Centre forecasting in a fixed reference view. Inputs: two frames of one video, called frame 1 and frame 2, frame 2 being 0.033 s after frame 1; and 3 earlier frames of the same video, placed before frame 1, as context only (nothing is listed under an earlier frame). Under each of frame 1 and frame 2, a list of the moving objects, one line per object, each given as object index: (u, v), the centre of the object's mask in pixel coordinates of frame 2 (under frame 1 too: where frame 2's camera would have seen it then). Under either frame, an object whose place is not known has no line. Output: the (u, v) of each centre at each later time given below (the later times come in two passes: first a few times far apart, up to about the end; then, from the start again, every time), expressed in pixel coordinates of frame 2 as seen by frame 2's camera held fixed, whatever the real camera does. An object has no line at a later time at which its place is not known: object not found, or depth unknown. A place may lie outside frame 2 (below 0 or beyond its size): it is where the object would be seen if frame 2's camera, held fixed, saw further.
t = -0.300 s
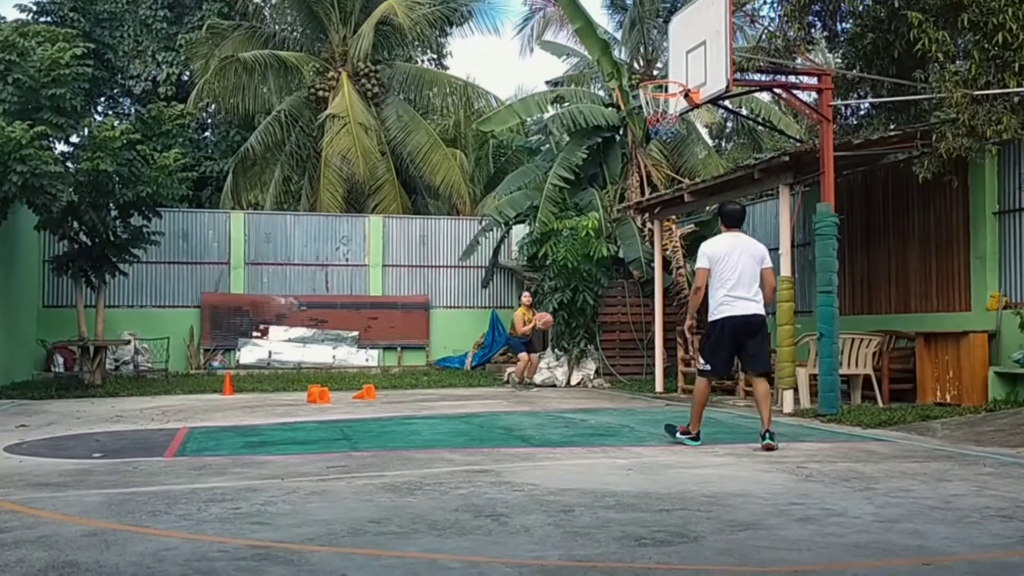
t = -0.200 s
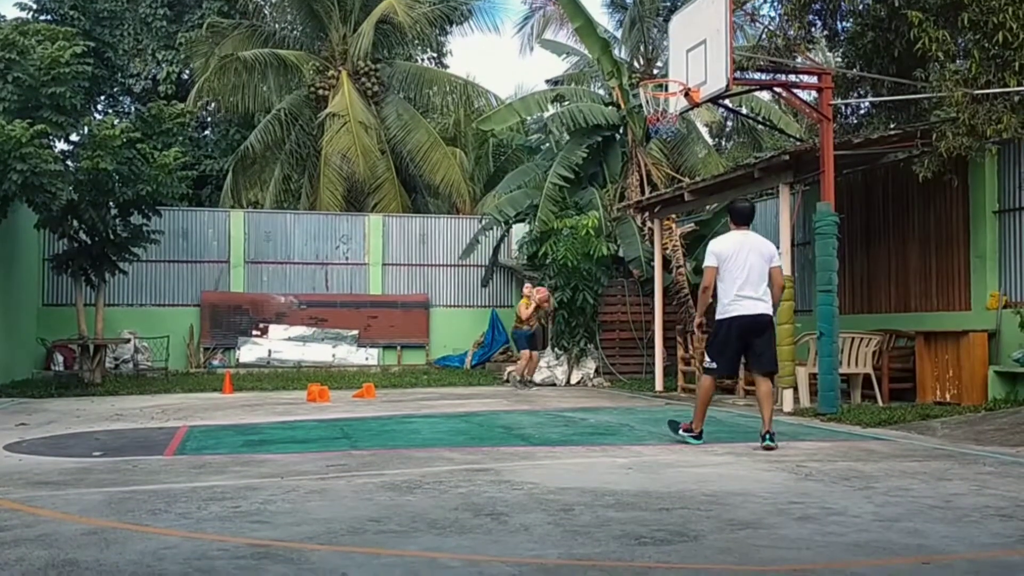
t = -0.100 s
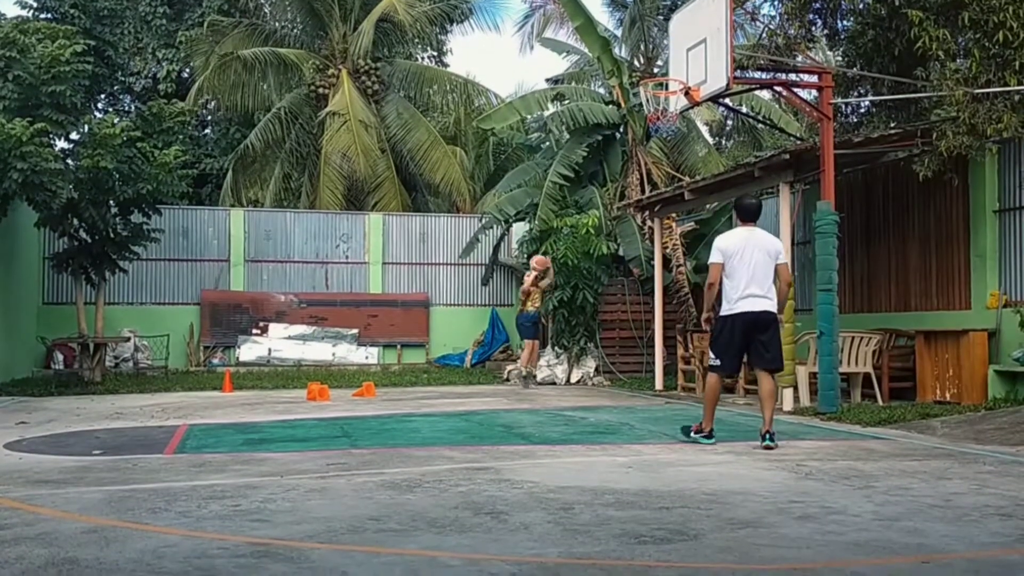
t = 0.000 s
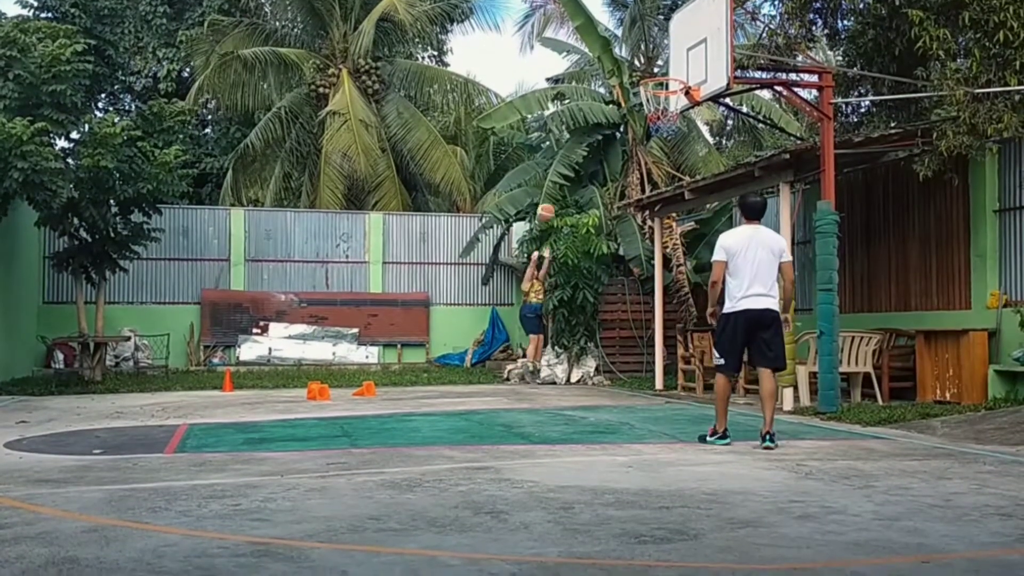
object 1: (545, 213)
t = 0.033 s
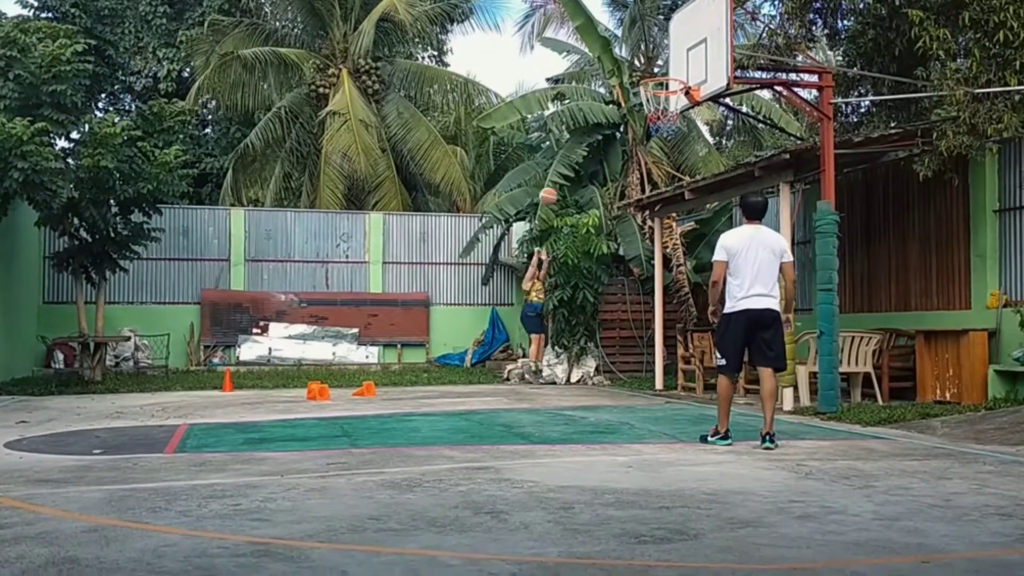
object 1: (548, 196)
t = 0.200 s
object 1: (562, 123)
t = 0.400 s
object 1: (577, 57)
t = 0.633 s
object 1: (599, 14)
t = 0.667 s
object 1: (603, 11)
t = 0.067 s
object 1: (551, 180)
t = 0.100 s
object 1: (554, 165)
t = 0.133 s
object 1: (556, 151)
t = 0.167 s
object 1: (559, 137)
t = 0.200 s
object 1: (562, 123)
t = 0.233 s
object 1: (564, 110)
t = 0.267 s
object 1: (567, 98)
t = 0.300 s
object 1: (570, 87)
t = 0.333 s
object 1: (572, 77)
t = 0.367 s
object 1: (574, 67)
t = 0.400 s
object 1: (577, 57)
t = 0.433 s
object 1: (581, 48)
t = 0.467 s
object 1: (584, 40)
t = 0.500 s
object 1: (586, 33)
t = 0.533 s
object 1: (589, 28)
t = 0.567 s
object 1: (592, 22)
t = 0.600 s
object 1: (596, 17)
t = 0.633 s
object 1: (599, 14)
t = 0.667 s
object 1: (603, 11)
